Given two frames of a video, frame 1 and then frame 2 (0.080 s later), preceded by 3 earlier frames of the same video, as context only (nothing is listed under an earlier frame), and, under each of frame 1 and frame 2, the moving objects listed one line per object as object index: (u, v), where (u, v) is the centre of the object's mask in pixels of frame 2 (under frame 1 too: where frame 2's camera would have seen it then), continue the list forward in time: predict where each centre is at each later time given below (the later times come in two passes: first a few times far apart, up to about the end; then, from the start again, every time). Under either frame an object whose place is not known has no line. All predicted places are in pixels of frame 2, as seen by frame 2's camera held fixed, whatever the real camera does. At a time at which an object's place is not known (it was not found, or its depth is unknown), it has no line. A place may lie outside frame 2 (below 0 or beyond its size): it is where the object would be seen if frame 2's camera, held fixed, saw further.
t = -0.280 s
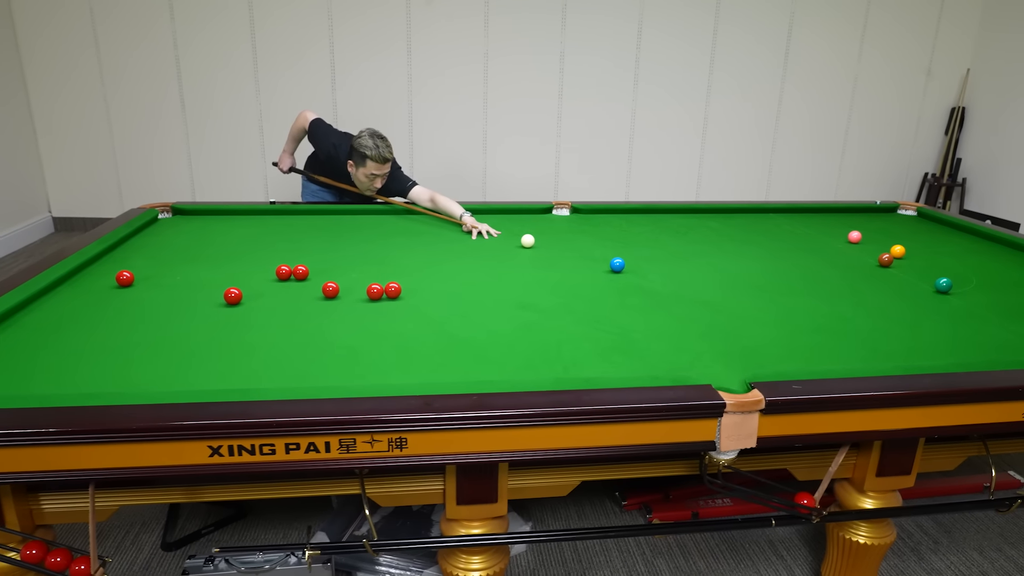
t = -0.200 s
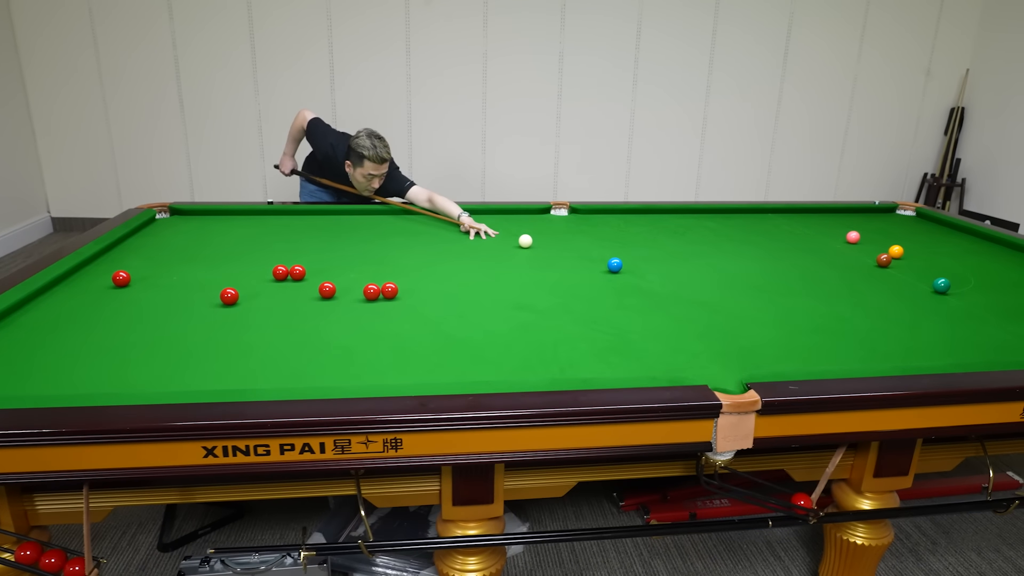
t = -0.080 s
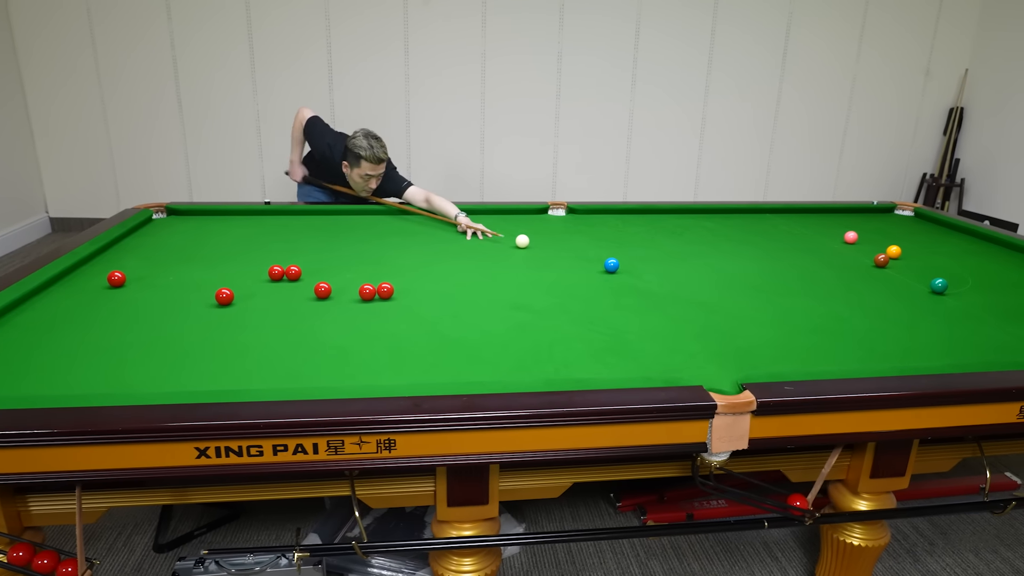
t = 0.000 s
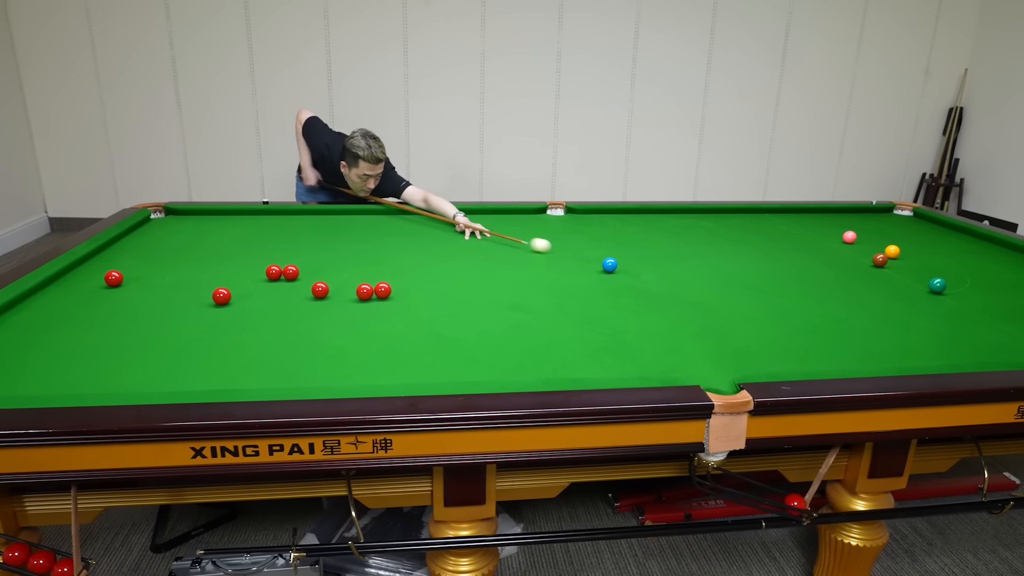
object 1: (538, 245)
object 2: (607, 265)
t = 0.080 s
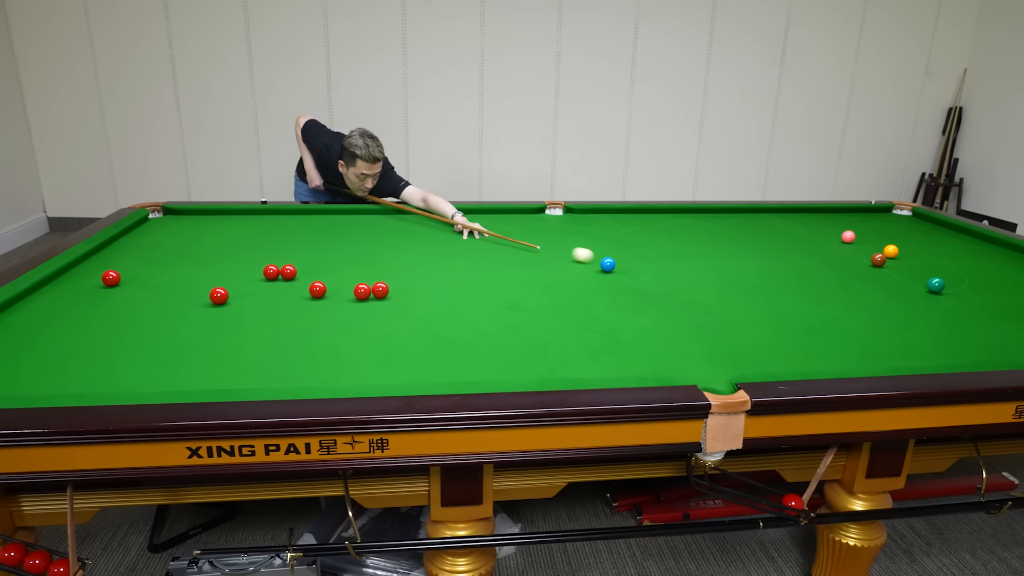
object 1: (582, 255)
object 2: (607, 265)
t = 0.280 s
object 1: (671, 262)
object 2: (626, 285)
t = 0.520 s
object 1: (761, 265)
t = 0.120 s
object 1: (602, 257)
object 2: (608, 265)
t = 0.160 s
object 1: (623, 260)
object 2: (612, 270)
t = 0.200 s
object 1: (639, 261)
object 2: (617, 275)
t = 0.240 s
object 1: (656, 261)
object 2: (621, 280)
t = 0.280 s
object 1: (671, 262)
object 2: (626, 285)
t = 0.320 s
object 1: (687, 262)
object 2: (630, 291)
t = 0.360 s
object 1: (702, 263)
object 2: (635, 296)
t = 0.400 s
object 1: (716, 263)
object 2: (639, 301)
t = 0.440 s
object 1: (731, 264)
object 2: (644, 306)
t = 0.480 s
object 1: (746, 264)
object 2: (648, 311)
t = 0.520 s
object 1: (761, 265)
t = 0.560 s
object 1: (776, 266)
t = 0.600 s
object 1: (791, 266)
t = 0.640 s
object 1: (805, 267)
